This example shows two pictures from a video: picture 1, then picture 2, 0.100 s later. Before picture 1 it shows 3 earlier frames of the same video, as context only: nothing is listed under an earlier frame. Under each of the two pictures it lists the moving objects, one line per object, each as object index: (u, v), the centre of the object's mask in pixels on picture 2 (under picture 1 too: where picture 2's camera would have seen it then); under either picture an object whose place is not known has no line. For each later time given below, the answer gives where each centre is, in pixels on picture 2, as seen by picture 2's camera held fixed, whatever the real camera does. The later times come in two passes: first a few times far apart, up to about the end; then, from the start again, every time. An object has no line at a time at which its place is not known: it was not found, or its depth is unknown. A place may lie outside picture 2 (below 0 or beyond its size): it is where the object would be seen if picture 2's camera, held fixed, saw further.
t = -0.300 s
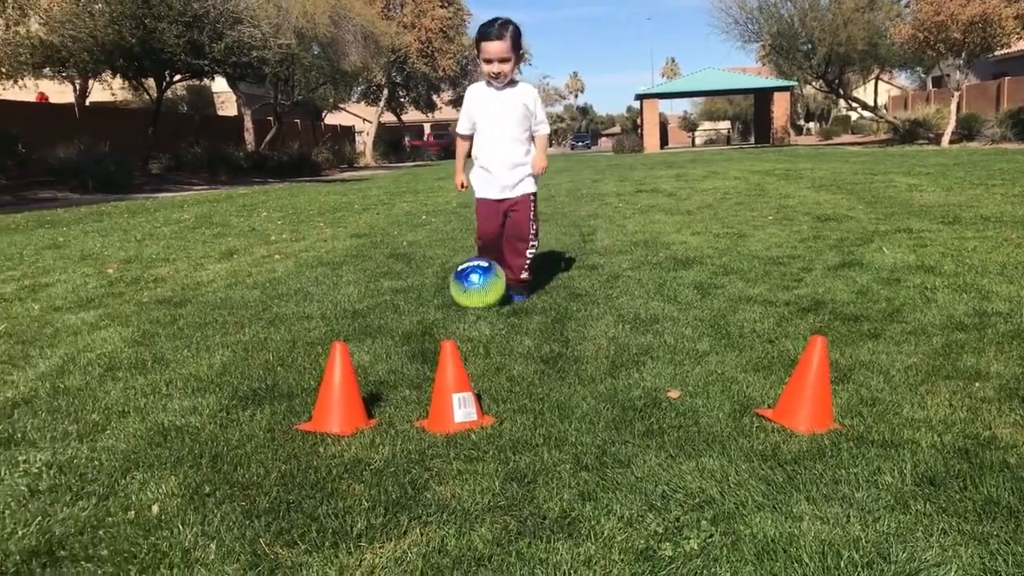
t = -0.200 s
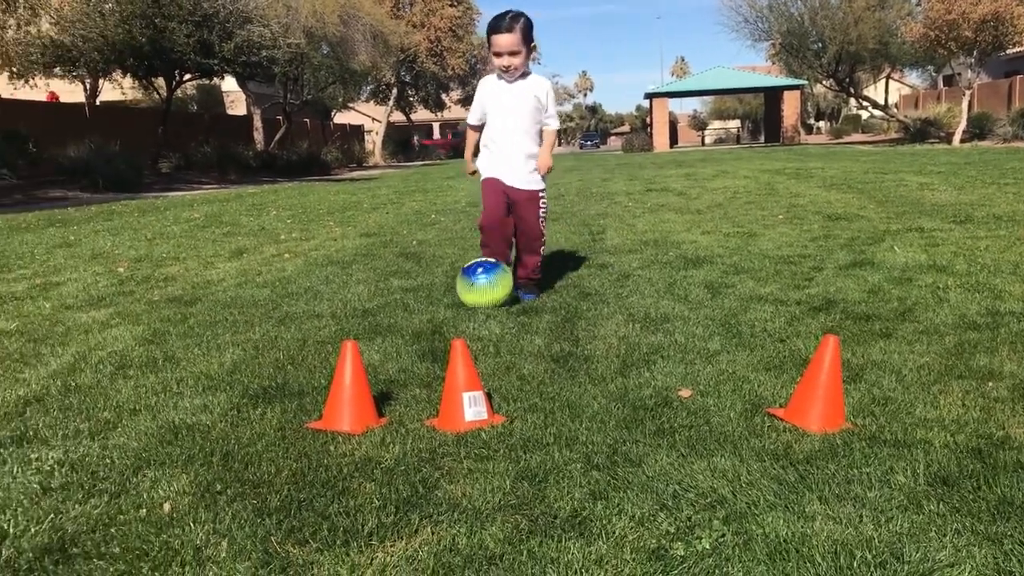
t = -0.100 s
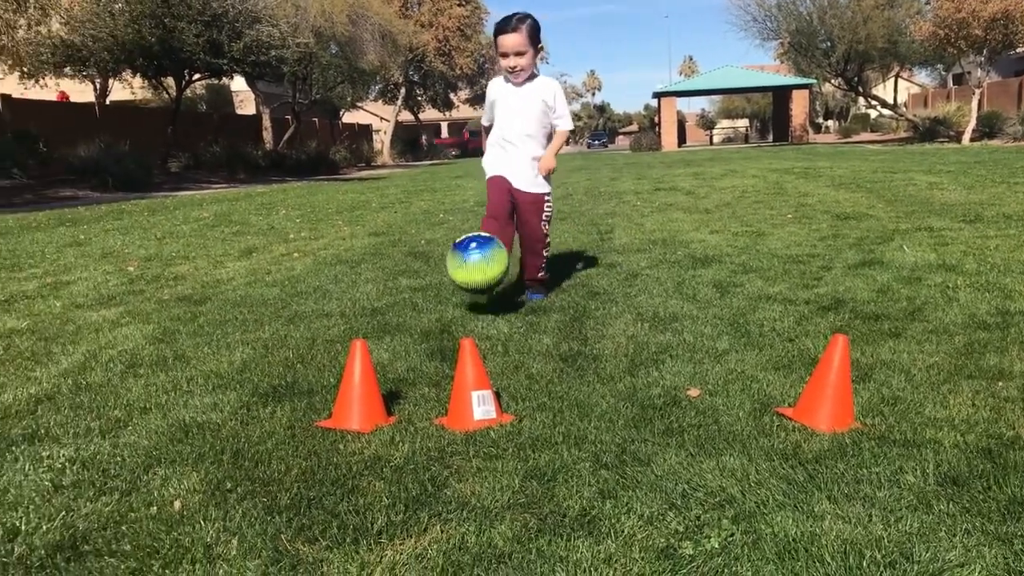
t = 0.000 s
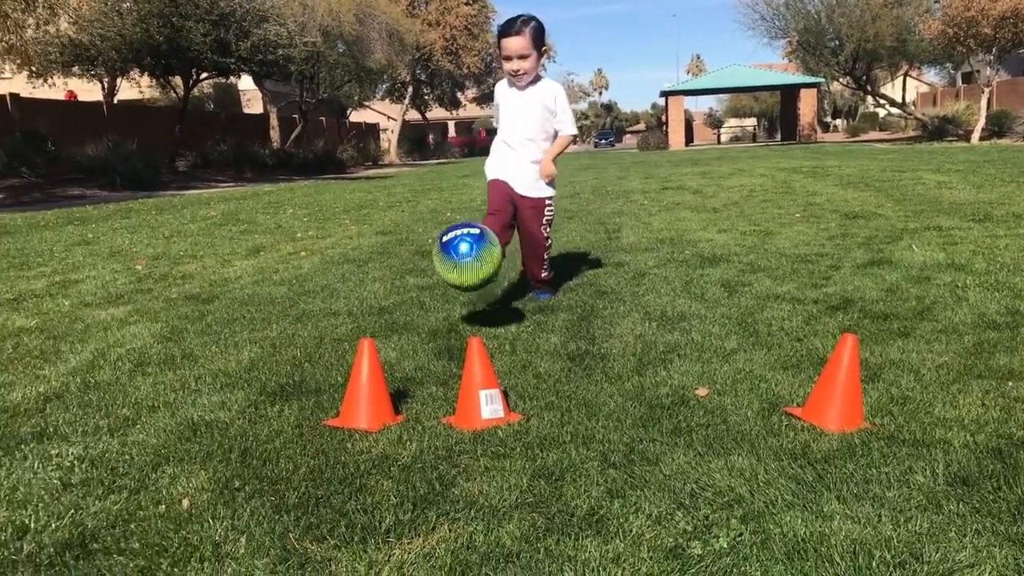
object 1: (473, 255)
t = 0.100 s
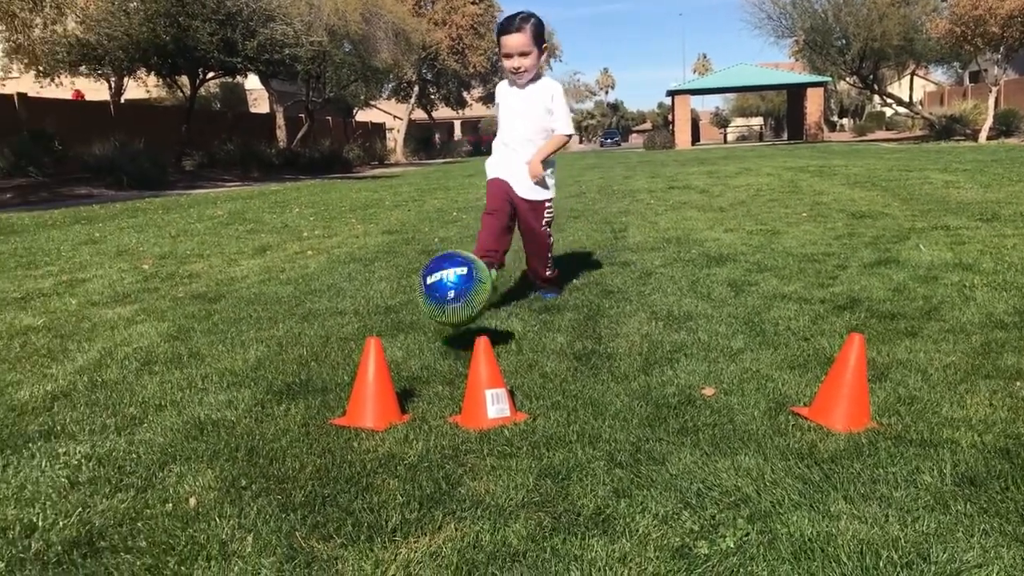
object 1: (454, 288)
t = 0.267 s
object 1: (422, 341)
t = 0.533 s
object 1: (421, 399)
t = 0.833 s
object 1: (461, 439)
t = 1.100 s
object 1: (521, 478)
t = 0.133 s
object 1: (447, 309)
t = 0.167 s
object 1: (439, 337)
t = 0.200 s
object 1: (431, 355)
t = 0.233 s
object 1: (428, 351)
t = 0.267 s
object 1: (422, 341)
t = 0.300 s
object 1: (418, 345)
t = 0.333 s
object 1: (412, 351)
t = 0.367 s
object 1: (408, 356)
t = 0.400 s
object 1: (408, 357)
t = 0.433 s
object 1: (411, 360)
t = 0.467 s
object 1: (414, 371)
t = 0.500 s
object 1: (418, 385)
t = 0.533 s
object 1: (421, 399)
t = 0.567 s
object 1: (424, 400)
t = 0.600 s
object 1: (430, 402)
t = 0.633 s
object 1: (431, 403)
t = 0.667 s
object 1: (437, 412)
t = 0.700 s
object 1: (441, 422)
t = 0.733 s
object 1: (446, 429)
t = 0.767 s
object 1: (450, 431)
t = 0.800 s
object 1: (455, 434)
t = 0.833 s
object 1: (461, 439)
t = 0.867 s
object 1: (467, 446)
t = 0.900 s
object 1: (475, 452)
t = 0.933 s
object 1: (482, 457)
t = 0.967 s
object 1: (491, 462)
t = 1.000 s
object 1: (498, 468)
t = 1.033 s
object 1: (506, 472)
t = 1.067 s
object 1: (514, 476)
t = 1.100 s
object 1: (521, 478)
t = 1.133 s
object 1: (531, 483)
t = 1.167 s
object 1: (539, 488)
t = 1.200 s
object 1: (548, 492)
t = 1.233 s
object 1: (556, 496)
